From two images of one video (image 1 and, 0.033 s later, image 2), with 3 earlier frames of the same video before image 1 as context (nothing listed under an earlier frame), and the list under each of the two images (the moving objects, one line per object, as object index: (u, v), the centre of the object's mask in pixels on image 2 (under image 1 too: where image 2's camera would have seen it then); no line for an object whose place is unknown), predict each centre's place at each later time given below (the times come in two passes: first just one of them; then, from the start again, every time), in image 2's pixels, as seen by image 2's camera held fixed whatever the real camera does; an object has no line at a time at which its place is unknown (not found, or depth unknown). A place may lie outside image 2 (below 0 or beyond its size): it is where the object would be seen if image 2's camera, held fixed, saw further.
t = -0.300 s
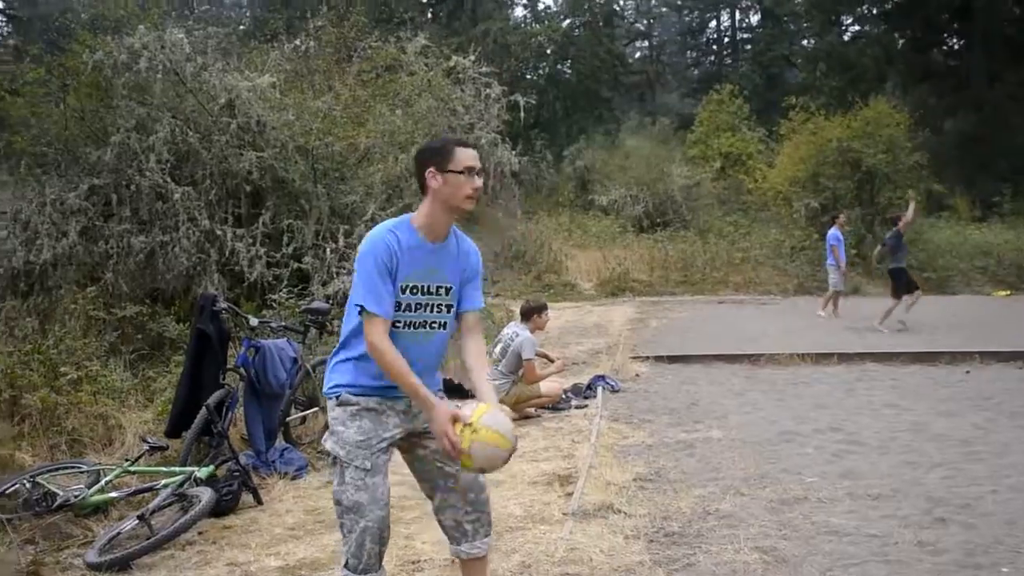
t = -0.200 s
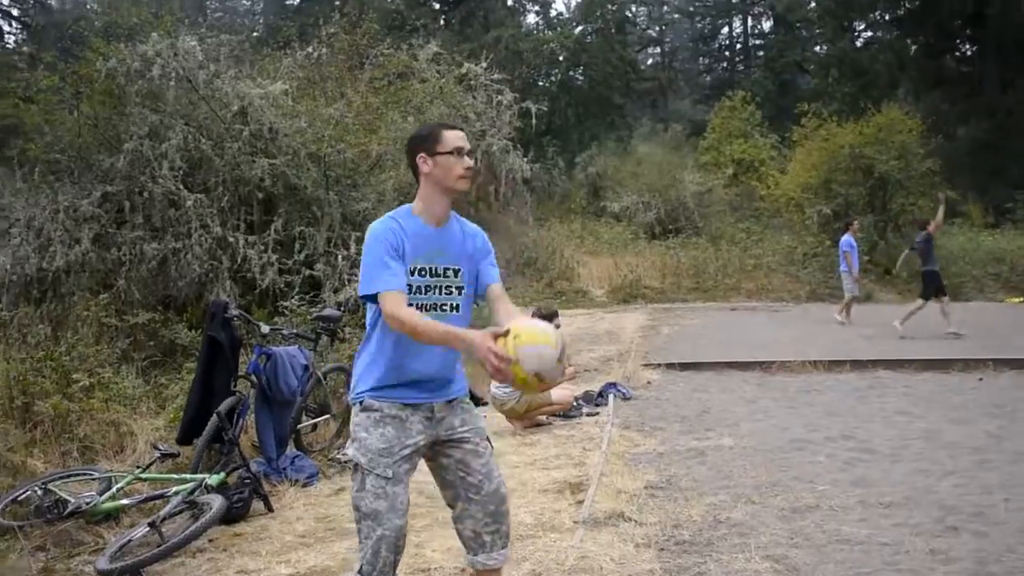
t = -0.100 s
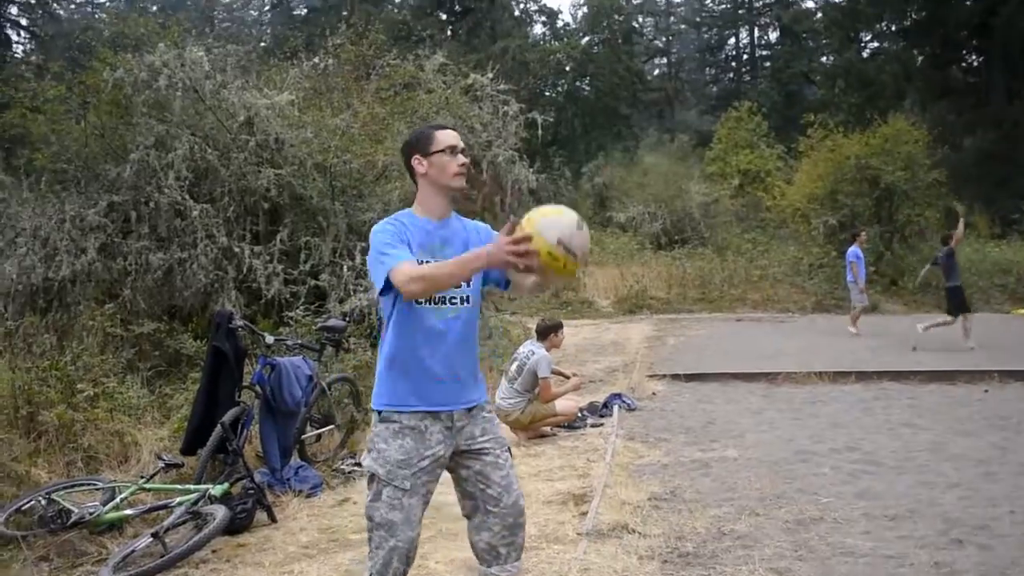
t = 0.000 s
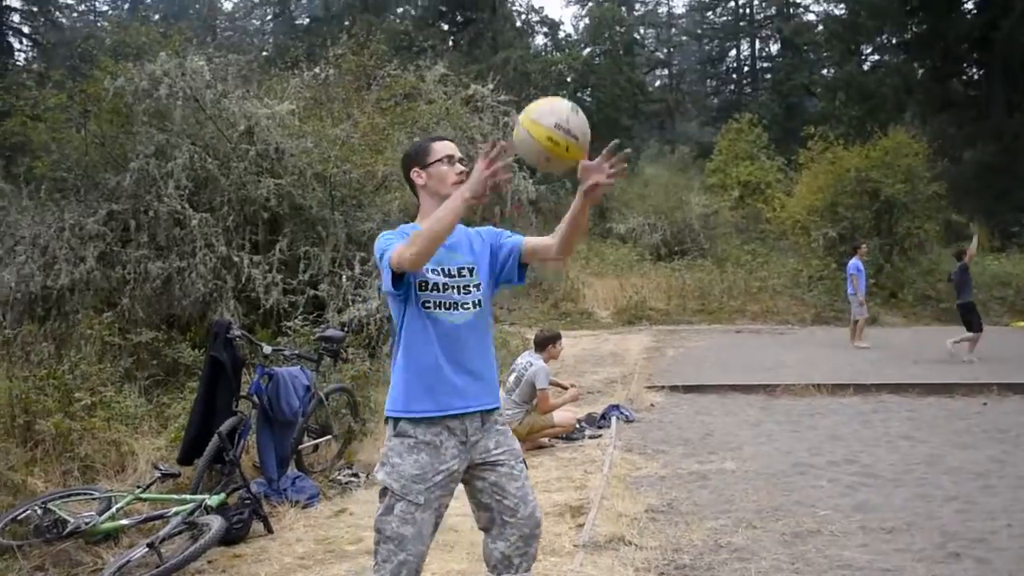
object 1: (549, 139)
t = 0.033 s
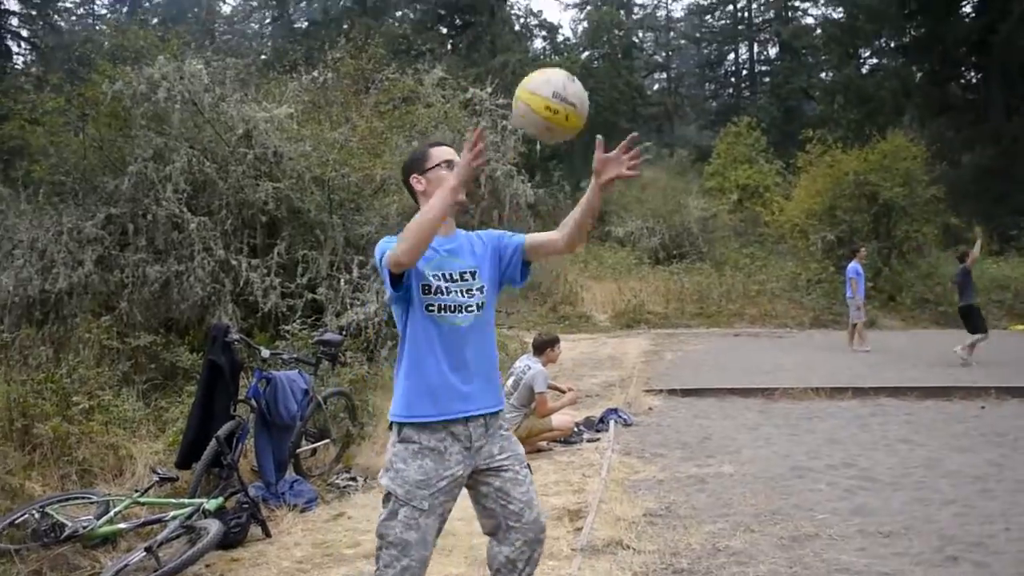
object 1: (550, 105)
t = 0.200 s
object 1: (551, 8)
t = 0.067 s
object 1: (551, 77)
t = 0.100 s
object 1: (551, 53)
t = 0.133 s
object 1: (551, 30)
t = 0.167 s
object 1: (552, 17)
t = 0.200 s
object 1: (551, 8)
